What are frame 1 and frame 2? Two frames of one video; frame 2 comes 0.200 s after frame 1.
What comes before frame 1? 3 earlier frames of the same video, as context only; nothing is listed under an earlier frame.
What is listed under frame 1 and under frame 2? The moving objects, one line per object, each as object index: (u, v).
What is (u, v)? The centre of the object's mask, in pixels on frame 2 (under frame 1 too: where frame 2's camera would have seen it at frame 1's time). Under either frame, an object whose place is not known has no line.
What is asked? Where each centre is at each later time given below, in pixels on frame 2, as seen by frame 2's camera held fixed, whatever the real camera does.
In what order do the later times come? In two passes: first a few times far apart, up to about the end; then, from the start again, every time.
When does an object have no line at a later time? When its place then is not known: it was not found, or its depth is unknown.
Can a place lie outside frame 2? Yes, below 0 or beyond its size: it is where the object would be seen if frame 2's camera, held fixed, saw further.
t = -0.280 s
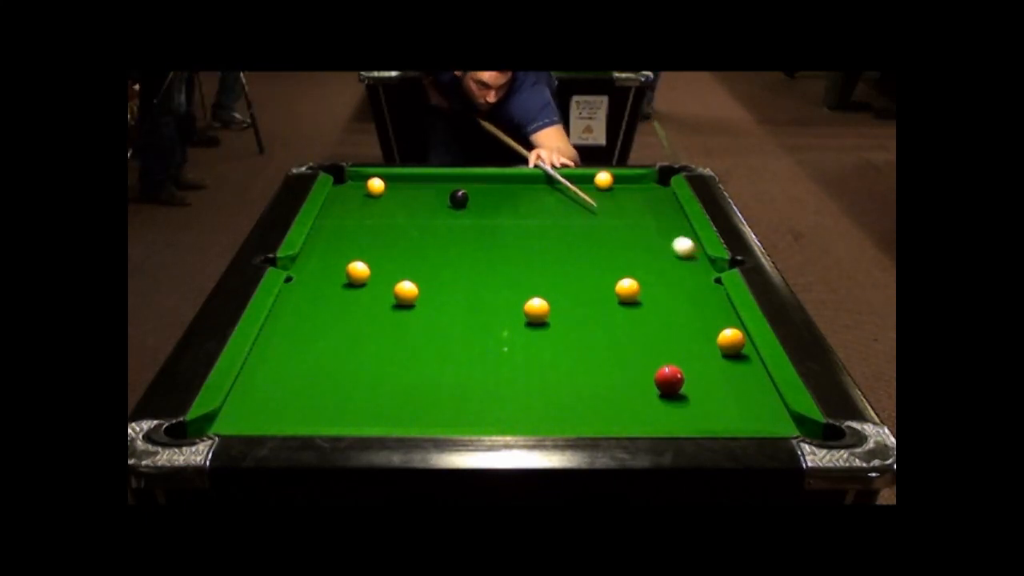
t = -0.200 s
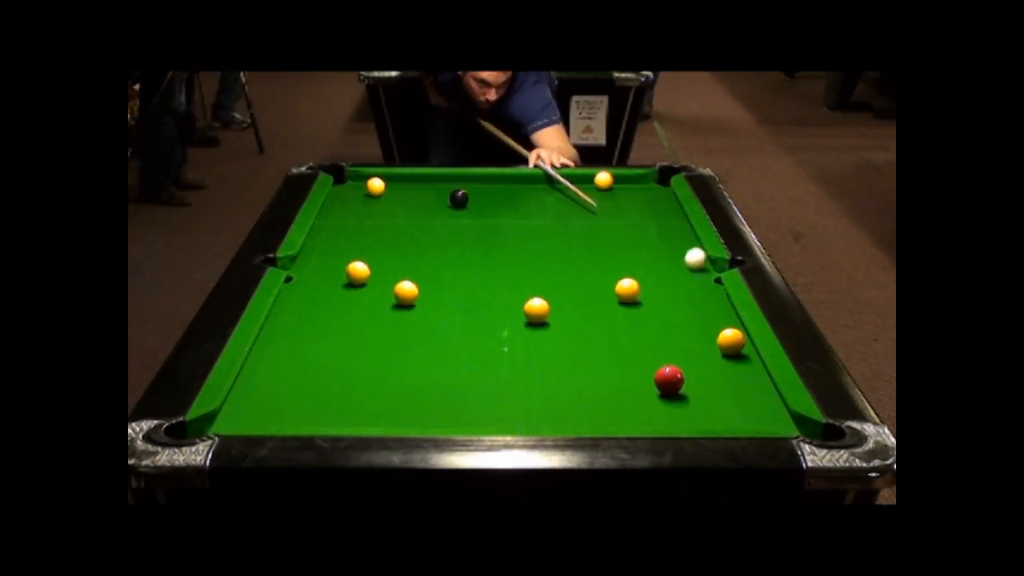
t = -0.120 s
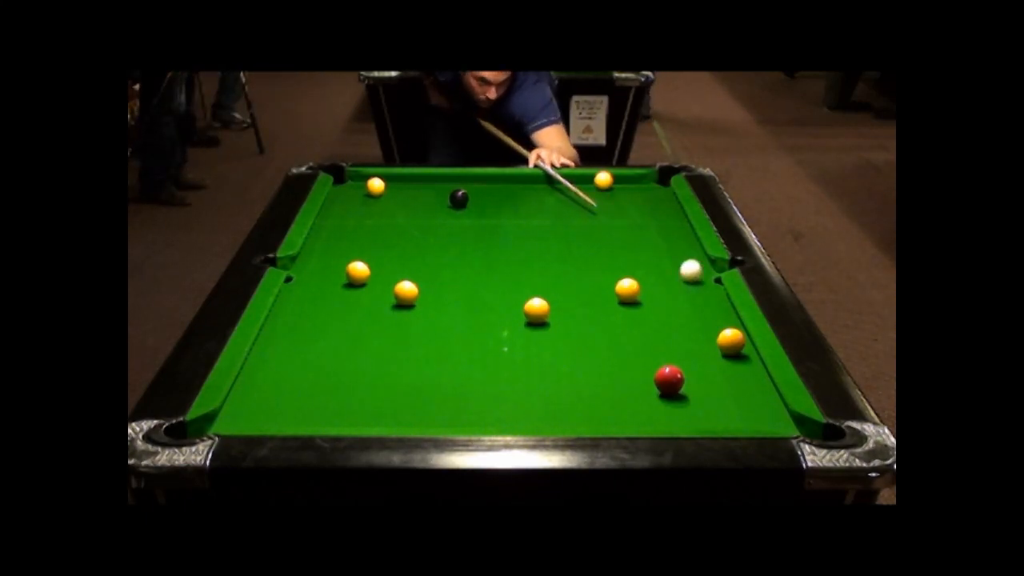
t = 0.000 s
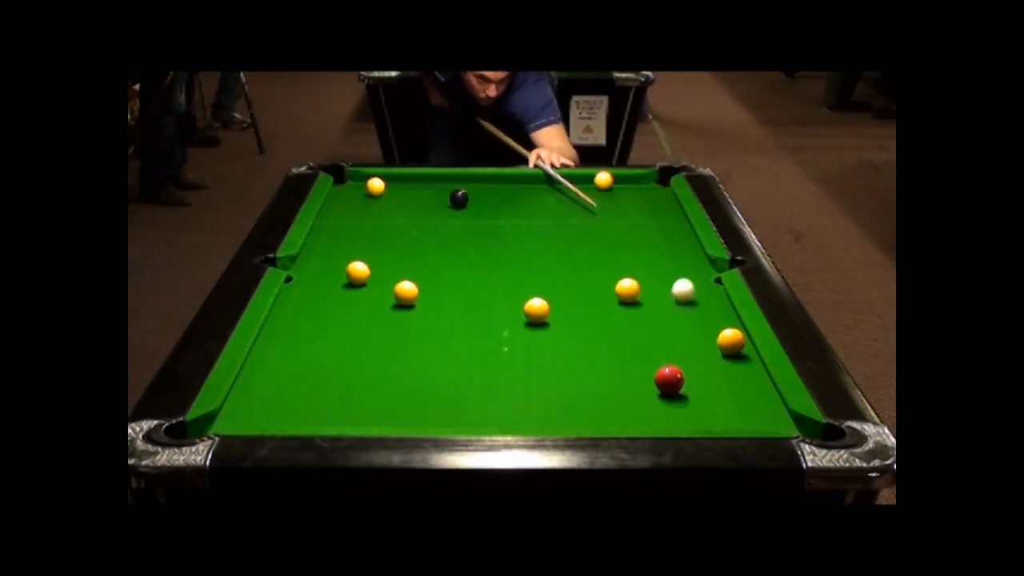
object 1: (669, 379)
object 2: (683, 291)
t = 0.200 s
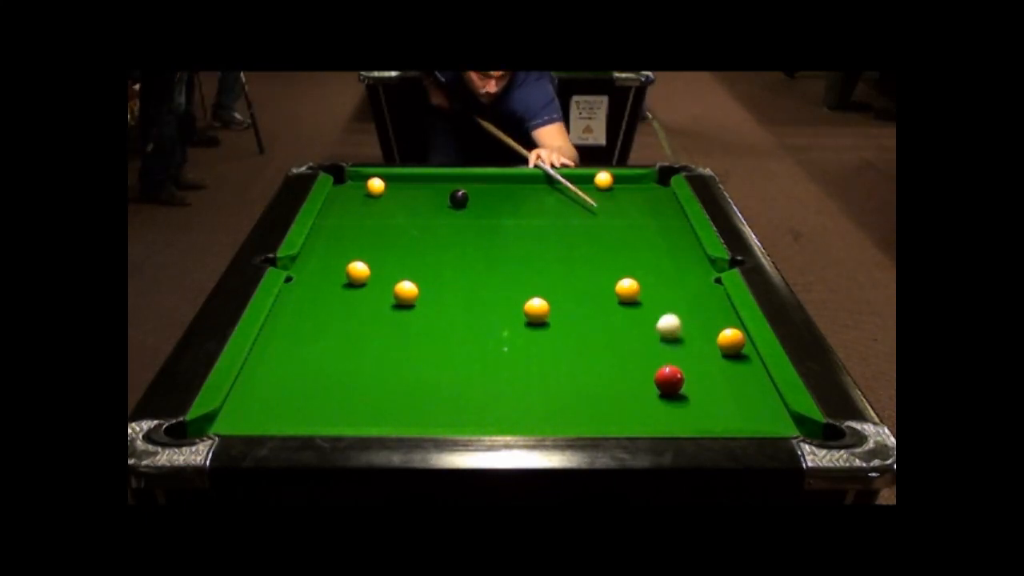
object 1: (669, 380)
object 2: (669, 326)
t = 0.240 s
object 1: (669, 379)
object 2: (666, 334)
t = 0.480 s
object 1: (685, 386)
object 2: (626, 377)
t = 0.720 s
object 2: (537, 408)
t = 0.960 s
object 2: (440, 416)
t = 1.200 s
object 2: (348, 399)
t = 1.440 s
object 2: (265, 381)
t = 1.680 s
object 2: (301, 364)
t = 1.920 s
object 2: (359, 349)
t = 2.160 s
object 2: (410, 335)
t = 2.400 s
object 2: (456, 323)
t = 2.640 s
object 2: (497, 311)
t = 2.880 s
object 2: (532, 297)
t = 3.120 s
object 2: (566, 292)
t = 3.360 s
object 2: (595, 283)
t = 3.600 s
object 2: (621, 272)
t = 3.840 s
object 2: (646, 269)
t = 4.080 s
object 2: (668, 263)
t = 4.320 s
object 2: (687, 257)
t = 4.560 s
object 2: (691, 253)
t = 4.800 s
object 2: (680, 250)
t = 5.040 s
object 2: (671, 249)
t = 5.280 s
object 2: (663, 247)
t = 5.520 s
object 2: (658, 246)
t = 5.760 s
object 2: (655, 246)
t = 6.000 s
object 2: (655, 246)
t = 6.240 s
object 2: (655, 246)
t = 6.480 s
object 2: (655, 246)
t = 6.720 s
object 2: (655, 246)
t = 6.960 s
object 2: (655, 246)
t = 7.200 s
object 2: (655, 246)
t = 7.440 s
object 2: (655, 246)
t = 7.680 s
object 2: (655, 246)
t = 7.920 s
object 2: (655, 246)
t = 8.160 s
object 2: (655, 246)
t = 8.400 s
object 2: (655, 246)
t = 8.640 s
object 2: (655, 246)
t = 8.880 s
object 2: (655, 246)
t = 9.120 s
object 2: (655, 246)
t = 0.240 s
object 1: (669, 379)
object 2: (666, 334)
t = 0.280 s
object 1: (669, 379)
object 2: (662, 342)
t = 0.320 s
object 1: (669, 380)
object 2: (659, 350)
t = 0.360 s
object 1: (669, 380)
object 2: (655, 358)
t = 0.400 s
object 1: (669, 379)
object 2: (650, 365)
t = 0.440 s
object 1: (676, 382)
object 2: (641, 374)
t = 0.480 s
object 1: (685, 386)
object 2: (626, 377)
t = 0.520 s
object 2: (611, 381)
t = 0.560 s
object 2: (597, 387)
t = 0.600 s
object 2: (582, 392)
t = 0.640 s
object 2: (567, 397)
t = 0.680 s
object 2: (552, 402)
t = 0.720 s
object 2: (537, 408)
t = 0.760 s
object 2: (522, 411)
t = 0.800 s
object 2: (506, 415)
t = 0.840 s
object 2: (490, 418)
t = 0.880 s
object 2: (473, 420)
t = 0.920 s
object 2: (457, 418)
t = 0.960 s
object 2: (440, 416)
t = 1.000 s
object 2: (425, 414)
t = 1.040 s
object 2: (409, 412)
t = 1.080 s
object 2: (393, 409)
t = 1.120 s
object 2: (378, 406)
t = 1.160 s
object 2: (363, 403)
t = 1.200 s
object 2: (348, 399)
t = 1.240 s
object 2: (334, 396)
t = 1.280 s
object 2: (320, 393)
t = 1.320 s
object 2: (306, 390)
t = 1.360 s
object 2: (292, 387)
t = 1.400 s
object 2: (278, 384)
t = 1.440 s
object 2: (265, 381)
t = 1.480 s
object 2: (253, 378)
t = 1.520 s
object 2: (258, 375)
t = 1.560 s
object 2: (268, 373)
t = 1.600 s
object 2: (280, 370)
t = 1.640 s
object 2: (290, 367)
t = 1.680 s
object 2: (301, 364)
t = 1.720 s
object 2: (311, 361)
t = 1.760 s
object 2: (321, 359)
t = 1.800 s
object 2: (330, 357)
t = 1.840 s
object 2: (340, 354)
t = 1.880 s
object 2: (349, 352)
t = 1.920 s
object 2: (359, 349)
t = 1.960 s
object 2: (367, 346)
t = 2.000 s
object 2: (376, 344)
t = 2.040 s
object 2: (385, 342)
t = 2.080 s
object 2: (394, 340)
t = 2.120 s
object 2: (402, 337)
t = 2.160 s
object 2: (410, 335)
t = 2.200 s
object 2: (418, 333)
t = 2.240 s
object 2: (426, 331)
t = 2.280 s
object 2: (434, 329)
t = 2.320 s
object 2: (441, 327)
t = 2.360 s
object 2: (448, 325)
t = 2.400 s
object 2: (456, 323)
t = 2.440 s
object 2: (463, 321)
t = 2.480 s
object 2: (470, 319)
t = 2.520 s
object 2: (477, 317)
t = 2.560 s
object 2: (484, 315)
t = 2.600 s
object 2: (490, 313)
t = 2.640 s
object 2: (497, 311)
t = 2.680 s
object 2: (503, 309)
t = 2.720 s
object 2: (510, 308)
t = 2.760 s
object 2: (514, 305)
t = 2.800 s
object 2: (519, 302)
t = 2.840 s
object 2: (525, 298)
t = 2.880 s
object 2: (532, 297)
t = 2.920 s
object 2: (539, 294)
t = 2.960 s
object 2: (546, 294)
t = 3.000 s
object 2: (551, 295)
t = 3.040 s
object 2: (556, 294)
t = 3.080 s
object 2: (561, 292)
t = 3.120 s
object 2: (566, 292)
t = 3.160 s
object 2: (571, 290)
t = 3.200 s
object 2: (576, 288)
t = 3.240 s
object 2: (581, 287)
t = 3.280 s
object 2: (586, 285)
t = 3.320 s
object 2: (591, 284)
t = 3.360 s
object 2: (595, 283)
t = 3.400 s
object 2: (600, 282)
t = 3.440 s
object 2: (604, 280)
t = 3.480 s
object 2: (608, 278)
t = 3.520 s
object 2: (612, 276)
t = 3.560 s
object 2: (616, 274)
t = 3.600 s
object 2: (621, 272)
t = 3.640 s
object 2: (626, 271)
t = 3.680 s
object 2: (631, 270)
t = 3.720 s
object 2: (635, 271)
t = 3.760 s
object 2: (639, 270)
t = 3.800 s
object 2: (642, 269)
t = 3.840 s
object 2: (646, 269)
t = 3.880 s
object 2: (650, 267)
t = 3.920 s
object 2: (654, 267)
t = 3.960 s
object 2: (658, 266)
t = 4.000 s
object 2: (661, 265)
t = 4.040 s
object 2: (665, 264)
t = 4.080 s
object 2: (668, 263)
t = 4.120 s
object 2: (671, 262)
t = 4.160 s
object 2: (675, 261)
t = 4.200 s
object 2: (677, 260)
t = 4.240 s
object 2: (681, 259)
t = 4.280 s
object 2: (684, 258)
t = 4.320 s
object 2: (687, 257)
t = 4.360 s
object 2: (690, 256)
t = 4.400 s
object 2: (692, 255)
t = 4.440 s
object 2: (695, 254)
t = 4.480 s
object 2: (695, 254)
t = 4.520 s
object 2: (693, 254)
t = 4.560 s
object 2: (691, 253)
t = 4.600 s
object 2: (689, 252)
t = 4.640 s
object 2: (687, 252)
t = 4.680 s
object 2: (685, 252)
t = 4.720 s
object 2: (683, 251)
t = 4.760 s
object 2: (681, 251)
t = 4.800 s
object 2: (680, 250)
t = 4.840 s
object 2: (678, 250)
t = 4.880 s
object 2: (676, 250)
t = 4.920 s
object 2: (675, 250)
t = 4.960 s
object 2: (673, 249)
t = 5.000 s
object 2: (672, 249)
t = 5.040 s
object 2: (671, 249)
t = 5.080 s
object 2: (669, 248)
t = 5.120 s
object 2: (668, 248)
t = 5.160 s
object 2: (666, 248)
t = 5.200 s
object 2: (665, 248)
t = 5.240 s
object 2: (664, 247)
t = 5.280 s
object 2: (663, 247)
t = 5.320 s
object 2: (662, 247)
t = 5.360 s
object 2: (661, 247)
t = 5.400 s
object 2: (660, 247)
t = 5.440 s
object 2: (659, 247)
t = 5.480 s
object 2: (659, 247)
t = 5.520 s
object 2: (658, 246)
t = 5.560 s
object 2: (658, 246)
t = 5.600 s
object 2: (657, 246)
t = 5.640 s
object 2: (656, 246)
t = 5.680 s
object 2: (656, 246)
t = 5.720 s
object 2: (655, 246)
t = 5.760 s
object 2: (655, 246)
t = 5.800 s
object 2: (655, 246)
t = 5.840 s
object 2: (655, 246)
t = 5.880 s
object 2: (655, 246)
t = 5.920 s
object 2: (655, 246)
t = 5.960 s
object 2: (655, 246)
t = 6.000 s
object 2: (655, 246)
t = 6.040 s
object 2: (655, 246)
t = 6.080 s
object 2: (655, 246)
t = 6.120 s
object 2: (655, 246)
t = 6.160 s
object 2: (655, 246)
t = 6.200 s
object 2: (655, 246)
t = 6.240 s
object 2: (655, 246)
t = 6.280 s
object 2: (655, 246)
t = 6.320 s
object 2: (655, 246)
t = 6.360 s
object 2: (655, 246)
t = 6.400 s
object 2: (655, 246)
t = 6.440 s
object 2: (655, 246)
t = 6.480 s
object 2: (655, 246)
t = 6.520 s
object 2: (655, 246)
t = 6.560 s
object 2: (655, 246)
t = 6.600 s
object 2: (655, 246)
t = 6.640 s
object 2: (655, 246)
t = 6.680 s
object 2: (655, 246)
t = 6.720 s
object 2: (655, 246)
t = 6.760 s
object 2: (655, 246)
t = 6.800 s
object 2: (655, 246)
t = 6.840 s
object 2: (655, 246)
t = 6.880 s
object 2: (655, 246)
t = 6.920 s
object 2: (655, 246)
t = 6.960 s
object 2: (655, 246)
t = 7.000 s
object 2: (655, 246)
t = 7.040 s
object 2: (655, 246)
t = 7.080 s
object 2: (655, 246)
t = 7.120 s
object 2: (655, 246)
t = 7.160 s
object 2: (655, 246)
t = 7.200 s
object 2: (655, 246)
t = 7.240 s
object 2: (655, 246)
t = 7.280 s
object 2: (655, 246)
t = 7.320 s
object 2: (655, 246)
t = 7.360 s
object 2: (655, 246)
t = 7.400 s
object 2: (655, 246)
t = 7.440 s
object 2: (655, 246)
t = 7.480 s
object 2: (655, 246)
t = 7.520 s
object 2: (655, 246)
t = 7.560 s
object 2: (655, 246)
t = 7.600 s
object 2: (655, 246)
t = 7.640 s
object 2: (655, 246)
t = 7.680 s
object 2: (655, 246)
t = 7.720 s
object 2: (655, 246)
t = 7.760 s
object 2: (655, 246)
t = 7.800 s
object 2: (655, 246)
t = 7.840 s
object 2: (655, 246)
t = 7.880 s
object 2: (655, 246)
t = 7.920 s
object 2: (655, 246)
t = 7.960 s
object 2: (655, 246)
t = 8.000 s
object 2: (655, 246)
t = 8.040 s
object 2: (655, 246)
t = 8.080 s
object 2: (655, 246)
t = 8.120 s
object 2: (655, 246)
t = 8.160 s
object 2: (655, 246)
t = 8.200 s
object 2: (655, 246)
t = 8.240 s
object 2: (655, 246)
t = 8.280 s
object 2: (655, 246)
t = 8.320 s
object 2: (655, 246)
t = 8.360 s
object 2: (655, 246)
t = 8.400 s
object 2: (655, 246)
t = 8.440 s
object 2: (655, 246)
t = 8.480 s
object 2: (655, 246)
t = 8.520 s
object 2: (655, 246)
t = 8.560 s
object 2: (655, 246)
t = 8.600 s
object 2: (655, 246)
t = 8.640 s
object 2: (655, 246)
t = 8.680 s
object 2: (655, 246)
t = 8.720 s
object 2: (655, 246)
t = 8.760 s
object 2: (655, 246)
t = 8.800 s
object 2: (655, 246)
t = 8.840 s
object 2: (655, 246)
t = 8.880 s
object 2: (655, 246)
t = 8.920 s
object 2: (655, 246)
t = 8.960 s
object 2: (655, 246)
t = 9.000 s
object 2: (655, 246)
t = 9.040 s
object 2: (655, 246)
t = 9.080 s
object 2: (655, 246)
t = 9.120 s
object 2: (655, 246)
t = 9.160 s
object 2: (655, 246)
